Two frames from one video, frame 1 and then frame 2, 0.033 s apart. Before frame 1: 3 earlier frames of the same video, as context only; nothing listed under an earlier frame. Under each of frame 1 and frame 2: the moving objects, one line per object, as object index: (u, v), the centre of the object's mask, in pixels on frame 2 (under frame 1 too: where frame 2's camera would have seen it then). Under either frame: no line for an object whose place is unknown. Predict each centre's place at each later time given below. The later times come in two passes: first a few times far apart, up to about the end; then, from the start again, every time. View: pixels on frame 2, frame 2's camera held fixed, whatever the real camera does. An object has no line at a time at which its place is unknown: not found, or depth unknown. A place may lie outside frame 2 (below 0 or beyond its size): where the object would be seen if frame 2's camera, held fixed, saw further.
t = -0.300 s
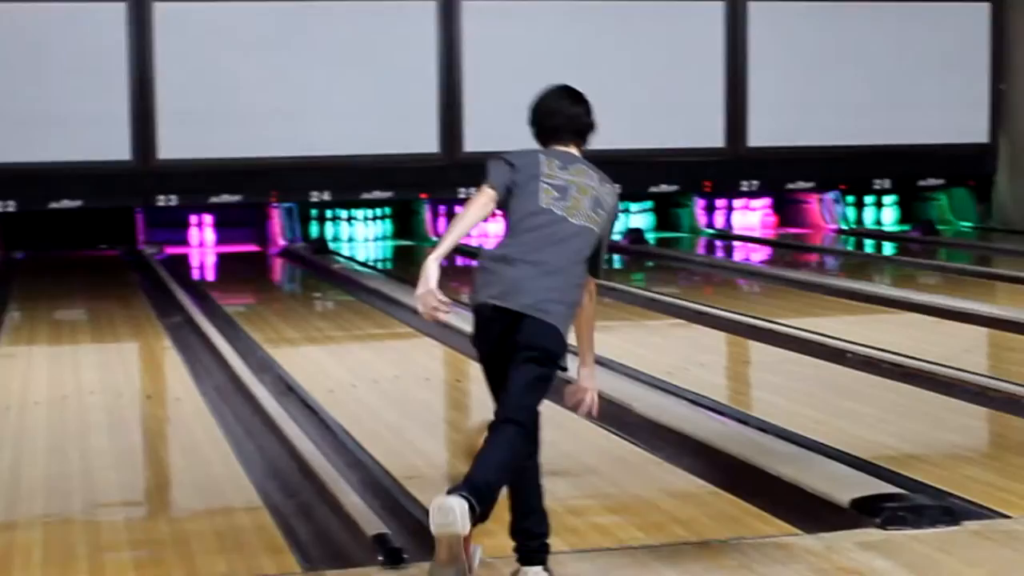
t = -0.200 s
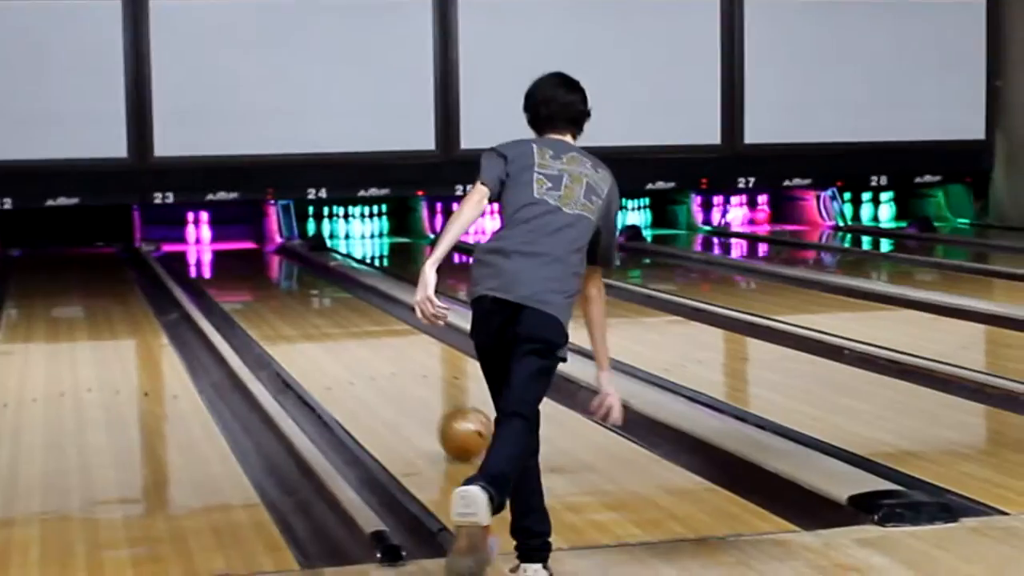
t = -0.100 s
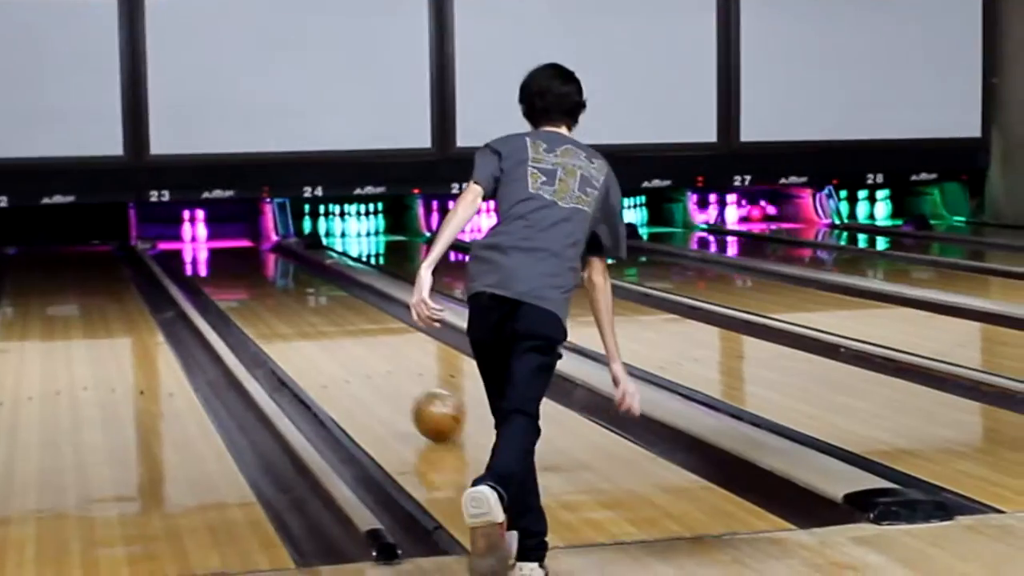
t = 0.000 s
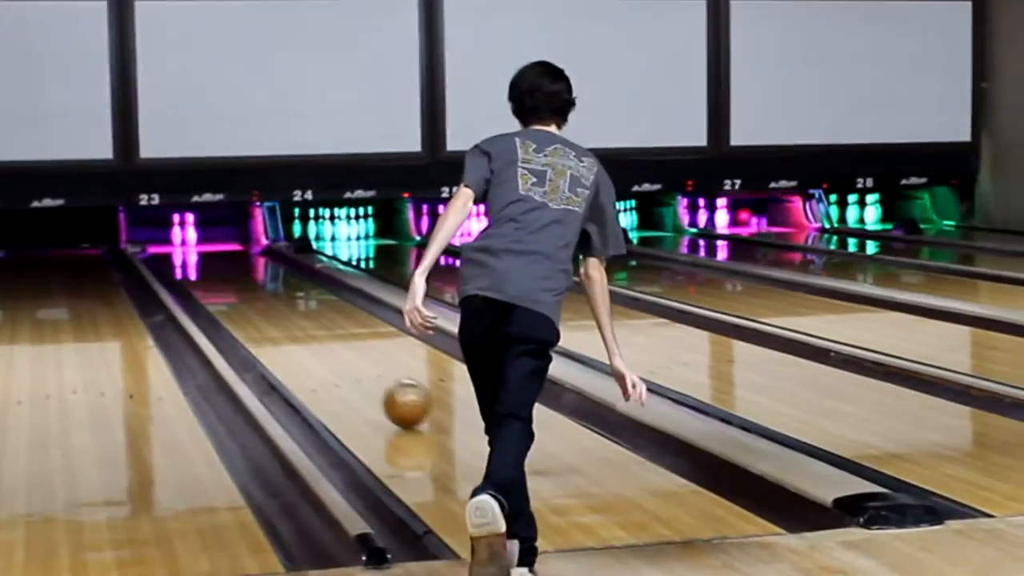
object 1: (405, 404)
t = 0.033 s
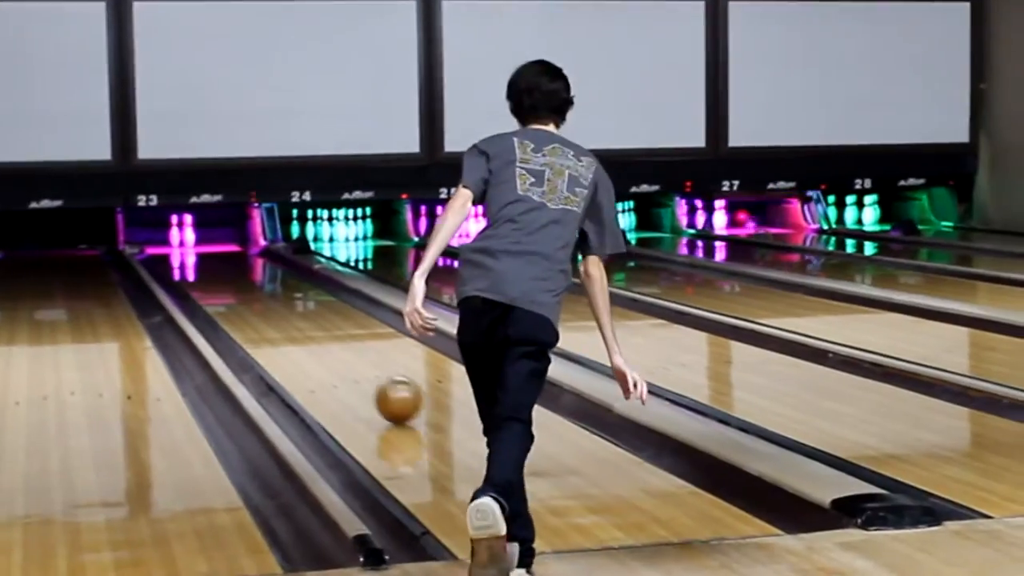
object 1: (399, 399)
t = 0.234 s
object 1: (365, 375)
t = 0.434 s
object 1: (337, 355)
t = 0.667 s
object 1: (312, 334)
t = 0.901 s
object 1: (291, 319)
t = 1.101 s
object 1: (277, 307)
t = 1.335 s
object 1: (262, 295)
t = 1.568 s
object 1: (249, 286)
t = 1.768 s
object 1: (240, 278)
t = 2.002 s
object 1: (229, 269)
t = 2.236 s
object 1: (222, 263)
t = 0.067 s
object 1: (392, 395)
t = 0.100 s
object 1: (386, 391)
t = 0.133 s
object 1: (380, 386)
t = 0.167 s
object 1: (375, 382)
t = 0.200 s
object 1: (370, 379)
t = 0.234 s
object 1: (365, 375)
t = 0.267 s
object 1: (360, 371)
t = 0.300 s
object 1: (355, 367)
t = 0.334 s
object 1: (350, 364)
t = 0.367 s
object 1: (346, 361)
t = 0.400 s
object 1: (341, 358)
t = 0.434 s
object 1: (337, 355)
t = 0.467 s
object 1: (333, 352)
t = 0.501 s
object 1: (330, 349)
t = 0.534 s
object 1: (326, 346)
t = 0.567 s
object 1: (322, 343)
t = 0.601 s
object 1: (319, 340)
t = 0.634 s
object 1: (315, 337)
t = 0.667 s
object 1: (312, 334)
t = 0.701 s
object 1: (309, 331)
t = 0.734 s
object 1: (305, 329)
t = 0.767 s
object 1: (303, 327)
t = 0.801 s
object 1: (299, 325)
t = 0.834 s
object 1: (296, 323)
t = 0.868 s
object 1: (294, 320)
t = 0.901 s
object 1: (291, 319)
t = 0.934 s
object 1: (289, 316)
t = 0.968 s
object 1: (286, 314)
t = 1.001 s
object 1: (284, 312)
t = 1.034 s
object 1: (281, 310)
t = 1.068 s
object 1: (279, 309)
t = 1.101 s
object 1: (277, 307)
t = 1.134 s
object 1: (273, 305)
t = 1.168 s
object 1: (272, 304)
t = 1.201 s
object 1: (270, 302)
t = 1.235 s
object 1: (268, 300)
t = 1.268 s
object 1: (266, 298)
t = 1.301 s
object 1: (264, 297)
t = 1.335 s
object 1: (262, 295)
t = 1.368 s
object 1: (260, 293)
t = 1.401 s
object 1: (258, 293)
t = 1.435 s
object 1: (255, 291)
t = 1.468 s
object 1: (253, 290)
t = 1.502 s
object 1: (252, 288)
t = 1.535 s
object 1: (250, 287)
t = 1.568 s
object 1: (249, 286)
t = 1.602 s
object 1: (247, 284)
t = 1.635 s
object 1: (246, 283)
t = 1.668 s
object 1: (244, 281)
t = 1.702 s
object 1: (242, 280)
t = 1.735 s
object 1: (241, 278)
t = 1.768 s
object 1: (240, 278)
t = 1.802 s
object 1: (238, 275)
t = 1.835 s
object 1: (236, 275)
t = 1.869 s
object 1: (235, 273)
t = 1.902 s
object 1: (233, 273)
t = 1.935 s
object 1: (231, 271)
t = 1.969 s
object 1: (230, 270)
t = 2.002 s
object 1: (229, 269)
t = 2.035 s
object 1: (228, 268)
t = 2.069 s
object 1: (227, 267)
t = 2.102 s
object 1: (225, 267)
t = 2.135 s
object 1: (225, 265)
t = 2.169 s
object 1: (223, 265)
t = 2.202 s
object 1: (223, 264)
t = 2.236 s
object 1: (222, 263)
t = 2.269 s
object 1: (221, 262)
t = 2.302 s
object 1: (219, 261)
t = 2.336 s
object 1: (218, 260)
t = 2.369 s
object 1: (217, 259)
